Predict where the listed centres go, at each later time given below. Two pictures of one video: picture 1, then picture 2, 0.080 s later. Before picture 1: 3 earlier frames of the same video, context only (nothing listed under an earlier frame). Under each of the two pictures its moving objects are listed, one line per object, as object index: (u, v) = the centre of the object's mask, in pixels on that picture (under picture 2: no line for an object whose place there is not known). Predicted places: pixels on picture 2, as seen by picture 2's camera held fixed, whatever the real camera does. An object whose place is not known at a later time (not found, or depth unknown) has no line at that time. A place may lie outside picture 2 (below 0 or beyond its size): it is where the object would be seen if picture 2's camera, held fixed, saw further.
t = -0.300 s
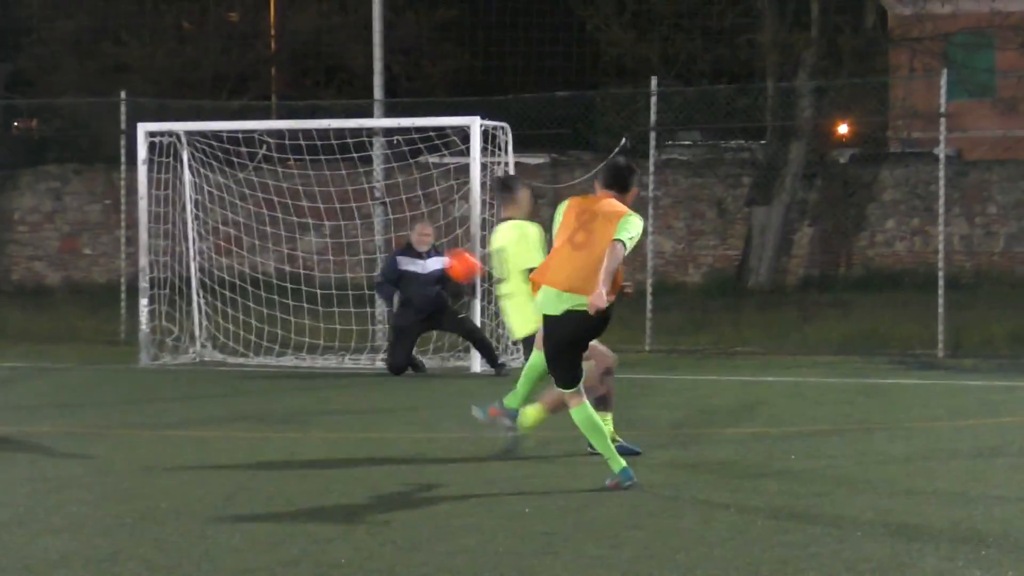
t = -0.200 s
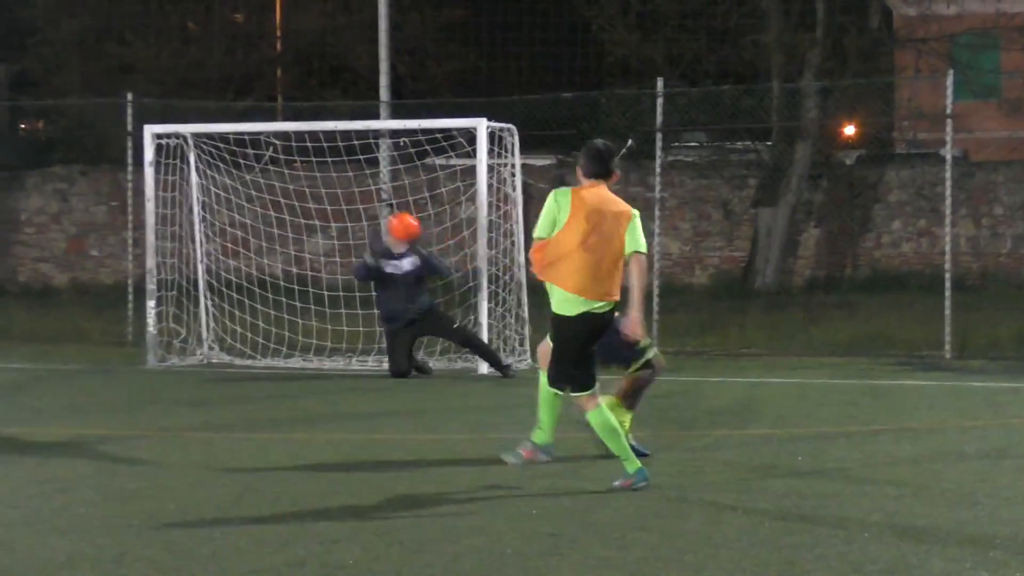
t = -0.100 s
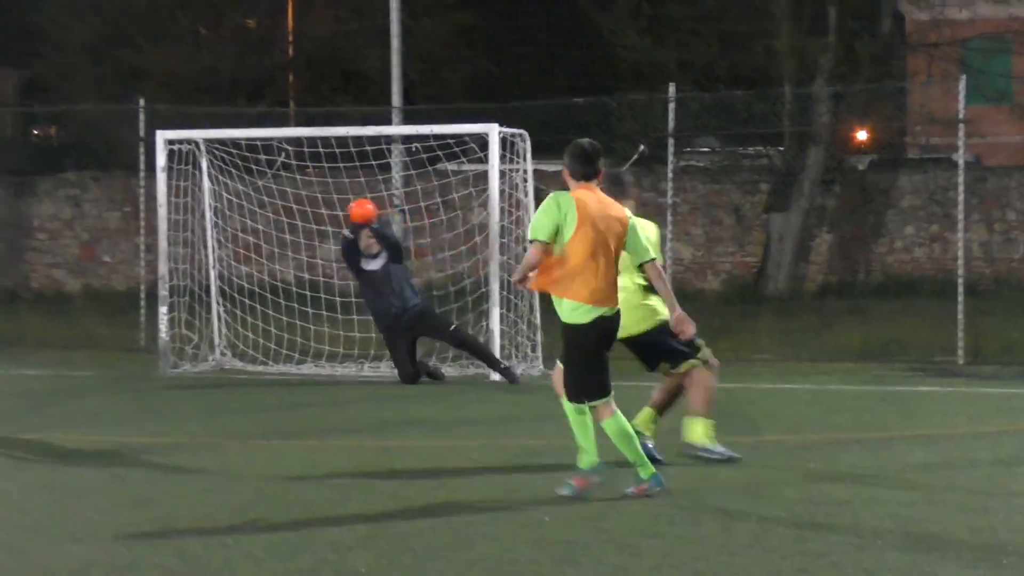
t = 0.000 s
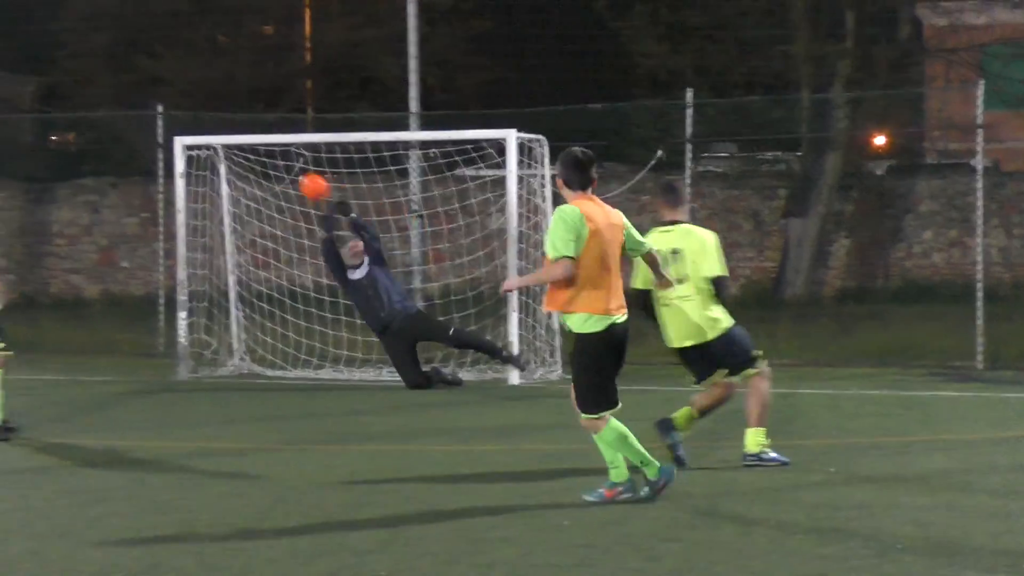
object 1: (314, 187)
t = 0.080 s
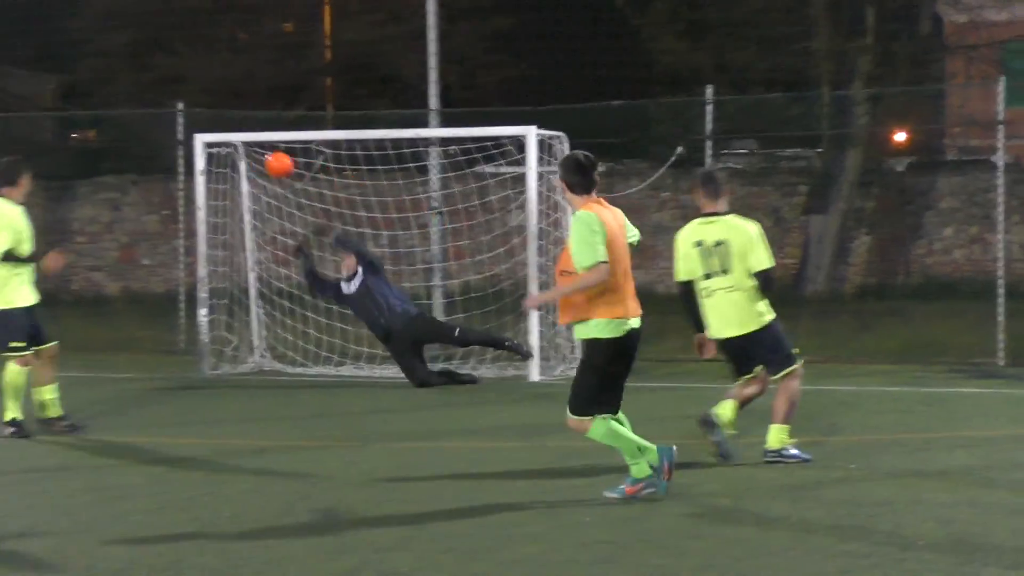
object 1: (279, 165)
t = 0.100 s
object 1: (265, 161)
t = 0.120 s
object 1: (251, 158)
